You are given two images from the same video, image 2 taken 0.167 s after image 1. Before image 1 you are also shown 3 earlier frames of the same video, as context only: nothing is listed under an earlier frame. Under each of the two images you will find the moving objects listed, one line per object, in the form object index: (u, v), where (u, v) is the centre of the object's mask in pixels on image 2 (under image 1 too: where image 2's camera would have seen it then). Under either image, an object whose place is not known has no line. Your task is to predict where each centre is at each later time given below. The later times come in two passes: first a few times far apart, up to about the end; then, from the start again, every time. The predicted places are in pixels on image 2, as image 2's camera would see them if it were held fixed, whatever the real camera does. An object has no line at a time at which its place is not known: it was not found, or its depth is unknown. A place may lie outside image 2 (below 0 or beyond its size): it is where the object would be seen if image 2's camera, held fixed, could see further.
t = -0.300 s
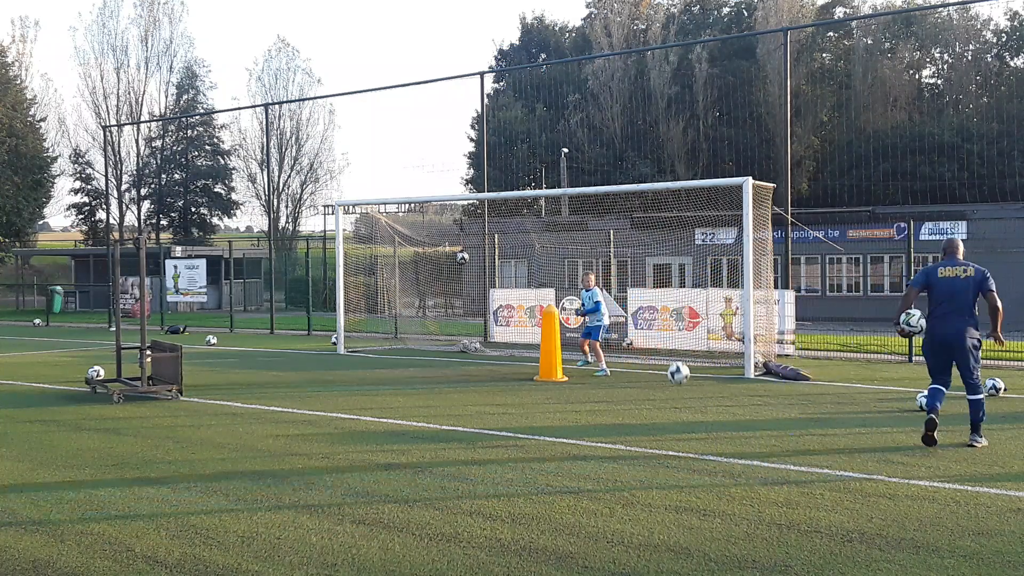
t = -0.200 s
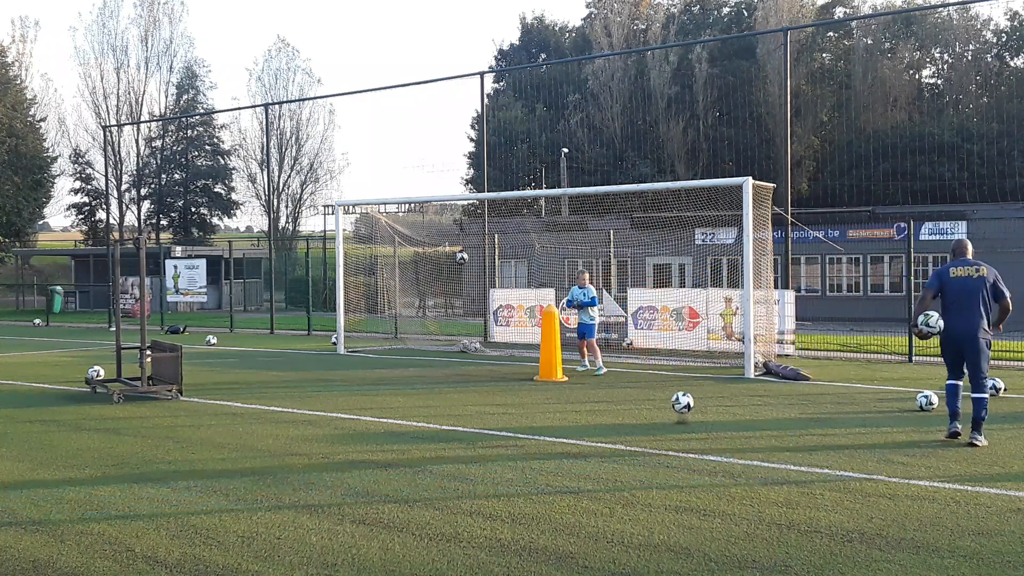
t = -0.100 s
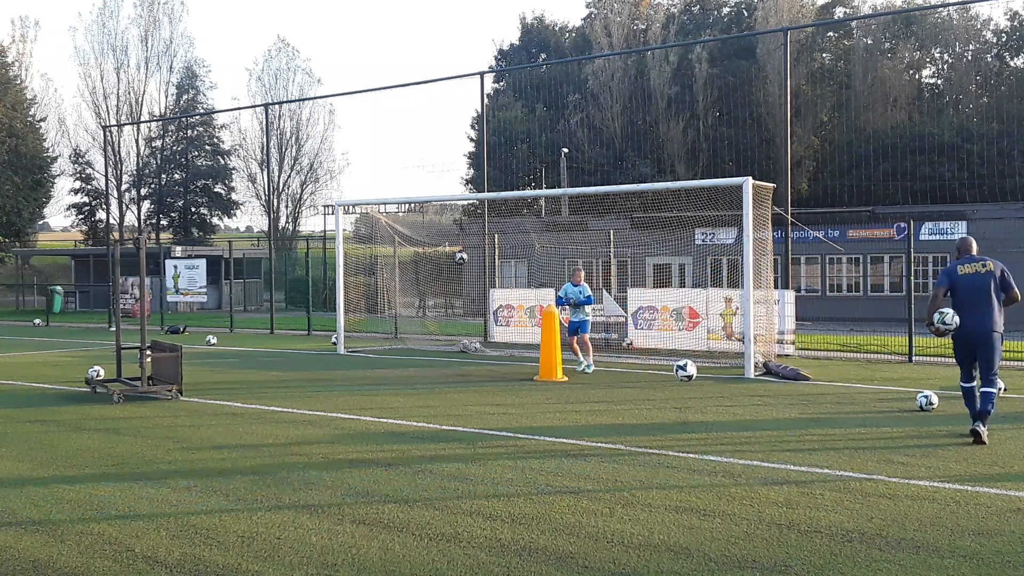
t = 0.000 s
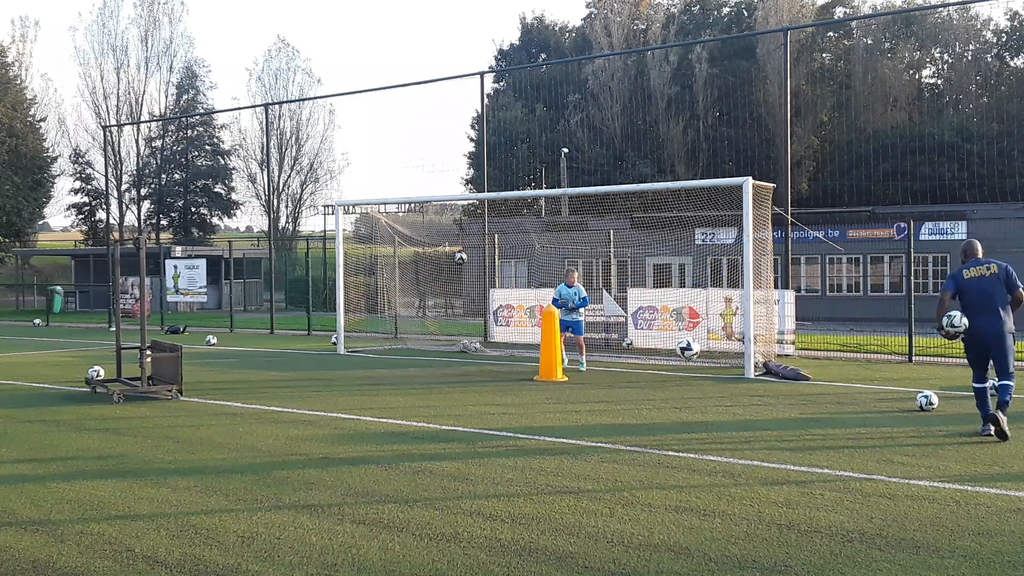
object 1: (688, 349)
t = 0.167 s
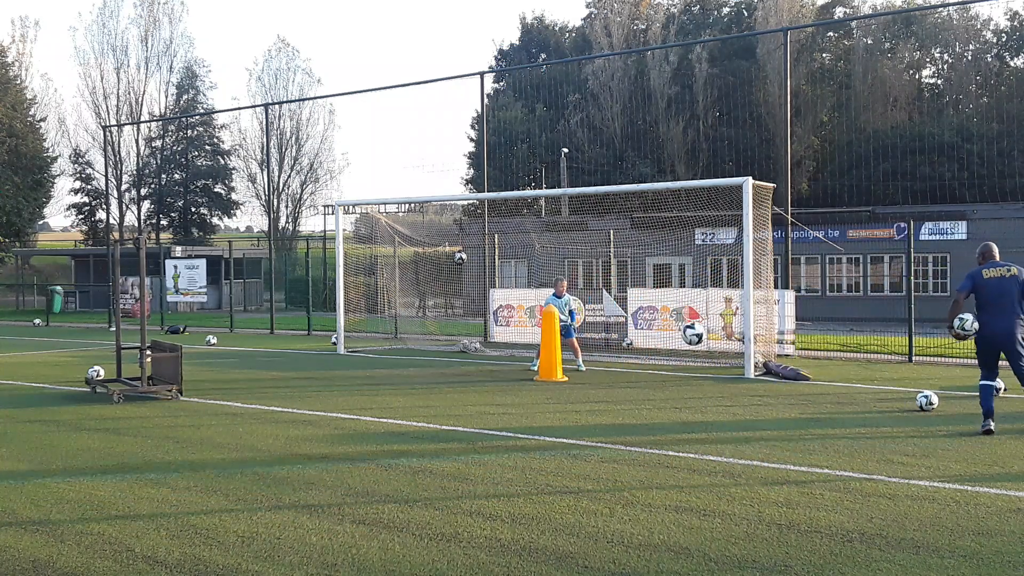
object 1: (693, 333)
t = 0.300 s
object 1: (699, 345)
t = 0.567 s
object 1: (711, 437)
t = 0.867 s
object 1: (724, 400)
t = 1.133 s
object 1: (741, 454)
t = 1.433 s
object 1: (764, 458)
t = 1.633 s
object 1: (782, 501)
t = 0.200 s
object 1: (695, 334)
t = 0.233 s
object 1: (696, 337)
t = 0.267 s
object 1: (697, 340)
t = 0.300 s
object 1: (699, 345)
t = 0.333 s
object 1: (700, 351)
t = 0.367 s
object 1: (701, 358)
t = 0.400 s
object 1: (703, 367)
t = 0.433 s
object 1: (704, 378)
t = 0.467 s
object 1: (706, 389)
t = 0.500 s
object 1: (707, 403)
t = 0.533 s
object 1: (709, 419)
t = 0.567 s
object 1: (711, 437)
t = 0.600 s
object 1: (712, 443)
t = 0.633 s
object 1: (713, 433)
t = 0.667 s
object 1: (715, 424)
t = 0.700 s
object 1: (717, 417)
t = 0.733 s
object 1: (718, 411)
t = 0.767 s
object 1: (720, 406)
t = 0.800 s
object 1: (721, 403)
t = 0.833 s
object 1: (723, 401)
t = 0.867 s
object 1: (724, 400)
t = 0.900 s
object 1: (726, 401)
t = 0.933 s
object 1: (728, 404)
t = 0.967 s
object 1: (730, 408)
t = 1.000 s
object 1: (732, 413)
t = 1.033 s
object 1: (734, 421)
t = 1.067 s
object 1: (736, 430)
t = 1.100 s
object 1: (739, 441)
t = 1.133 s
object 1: (741, 454)
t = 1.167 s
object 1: (743, 470)
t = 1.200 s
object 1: (745, 474)
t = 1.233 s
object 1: (748, 467)
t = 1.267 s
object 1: (750, 461)
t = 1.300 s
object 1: (753, 457)
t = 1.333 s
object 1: (755, 455)
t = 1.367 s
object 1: (757, 454)
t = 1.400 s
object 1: (761, 455)
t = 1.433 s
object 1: (764, 458)
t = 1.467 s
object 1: (766, 463)
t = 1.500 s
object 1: (769, 470)
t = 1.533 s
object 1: (772, 479)
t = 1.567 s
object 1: (776, 489)
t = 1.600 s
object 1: (778, 502)
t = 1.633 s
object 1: (782, 501)
